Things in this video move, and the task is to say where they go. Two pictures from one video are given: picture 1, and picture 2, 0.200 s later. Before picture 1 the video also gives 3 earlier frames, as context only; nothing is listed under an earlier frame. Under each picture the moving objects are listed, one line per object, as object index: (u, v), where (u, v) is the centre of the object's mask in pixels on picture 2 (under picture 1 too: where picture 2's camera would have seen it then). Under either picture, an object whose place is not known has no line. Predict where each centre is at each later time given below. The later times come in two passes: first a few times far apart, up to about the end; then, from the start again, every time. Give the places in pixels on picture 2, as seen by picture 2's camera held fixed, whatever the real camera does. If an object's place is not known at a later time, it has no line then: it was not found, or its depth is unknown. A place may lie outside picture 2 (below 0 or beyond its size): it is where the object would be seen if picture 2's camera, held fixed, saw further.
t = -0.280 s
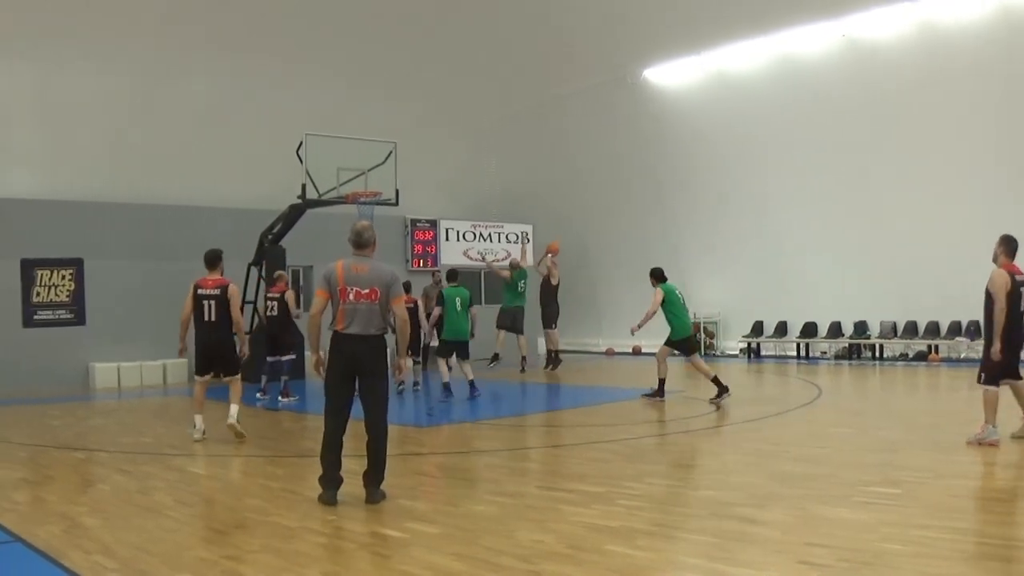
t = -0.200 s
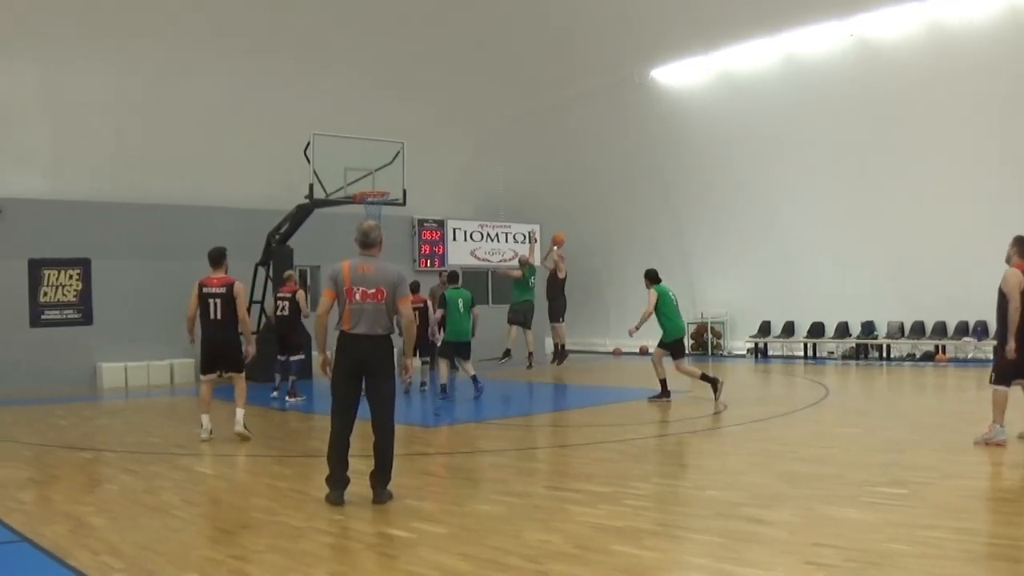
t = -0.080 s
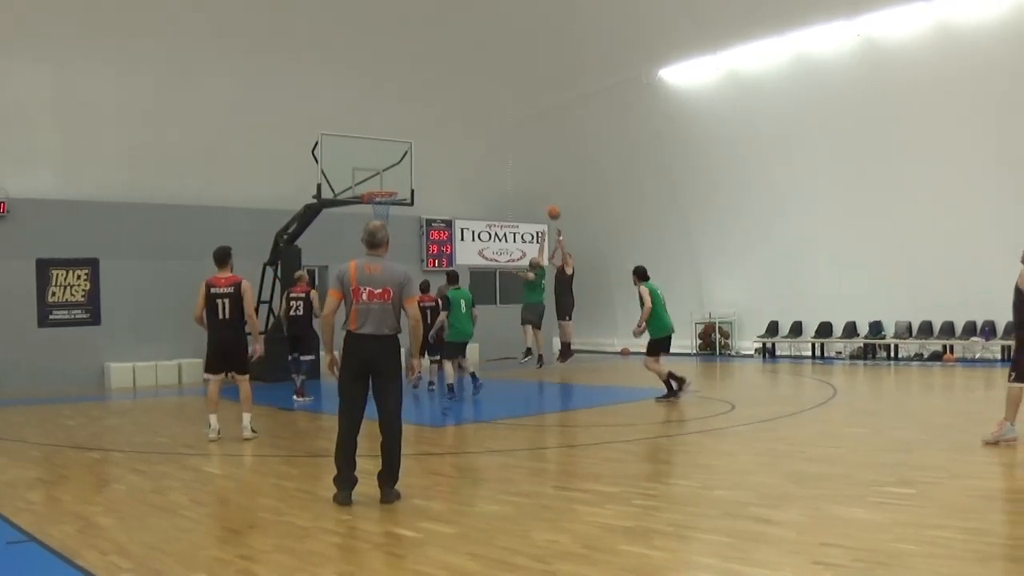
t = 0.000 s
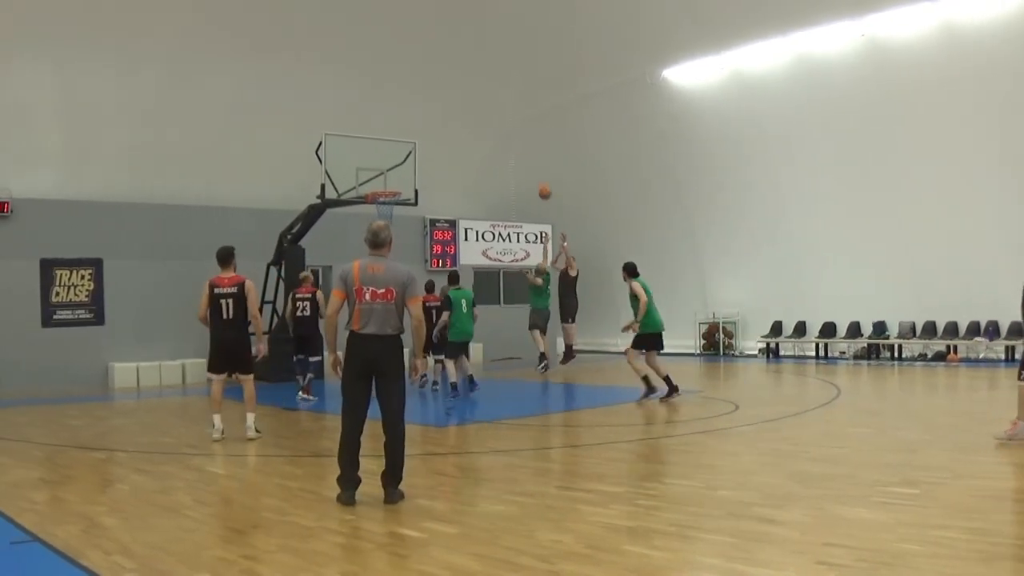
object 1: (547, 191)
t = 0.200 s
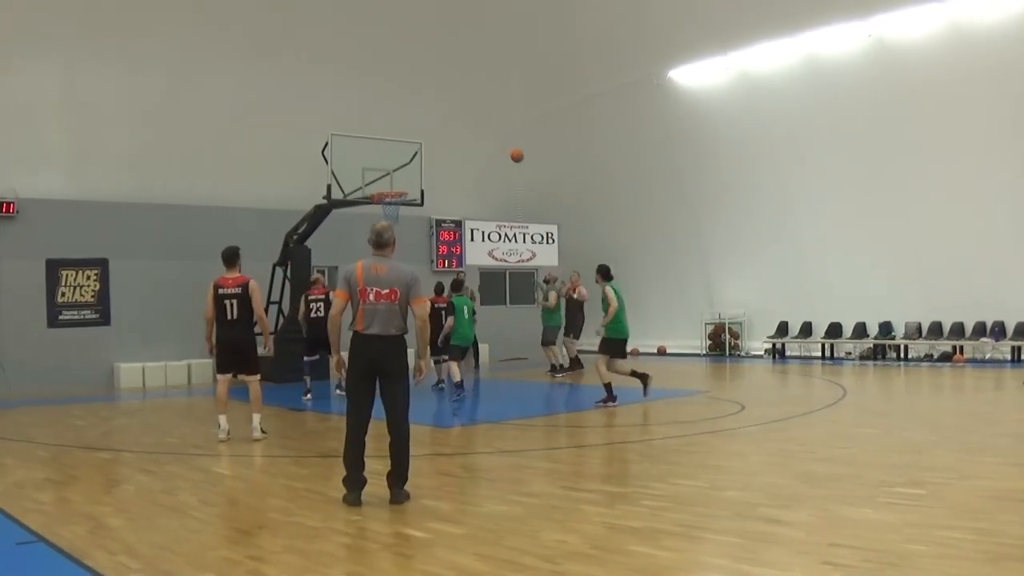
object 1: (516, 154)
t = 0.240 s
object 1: (510, 150)
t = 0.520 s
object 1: (461, 138)
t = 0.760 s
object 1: (414, 165)
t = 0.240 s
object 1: (510, 150)
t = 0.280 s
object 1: (504, 146)
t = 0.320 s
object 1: (497, 142)
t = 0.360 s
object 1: (490, 140)
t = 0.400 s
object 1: (483, 138)
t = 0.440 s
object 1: (476, 137)
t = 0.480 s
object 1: (469, 137)
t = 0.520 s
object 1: (461, 138)
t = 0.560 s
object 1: (454, 140)
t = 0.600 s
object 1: (446, 143)
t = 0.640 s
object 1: (438, 147)
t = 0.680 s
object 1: (430, 152)
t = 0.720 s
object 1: (422, 159)
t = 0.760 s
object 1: (414, 165)
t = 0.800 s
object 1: (405, 174)
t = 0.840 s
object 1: (397, 184)
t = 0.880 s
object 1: (391, 188)
